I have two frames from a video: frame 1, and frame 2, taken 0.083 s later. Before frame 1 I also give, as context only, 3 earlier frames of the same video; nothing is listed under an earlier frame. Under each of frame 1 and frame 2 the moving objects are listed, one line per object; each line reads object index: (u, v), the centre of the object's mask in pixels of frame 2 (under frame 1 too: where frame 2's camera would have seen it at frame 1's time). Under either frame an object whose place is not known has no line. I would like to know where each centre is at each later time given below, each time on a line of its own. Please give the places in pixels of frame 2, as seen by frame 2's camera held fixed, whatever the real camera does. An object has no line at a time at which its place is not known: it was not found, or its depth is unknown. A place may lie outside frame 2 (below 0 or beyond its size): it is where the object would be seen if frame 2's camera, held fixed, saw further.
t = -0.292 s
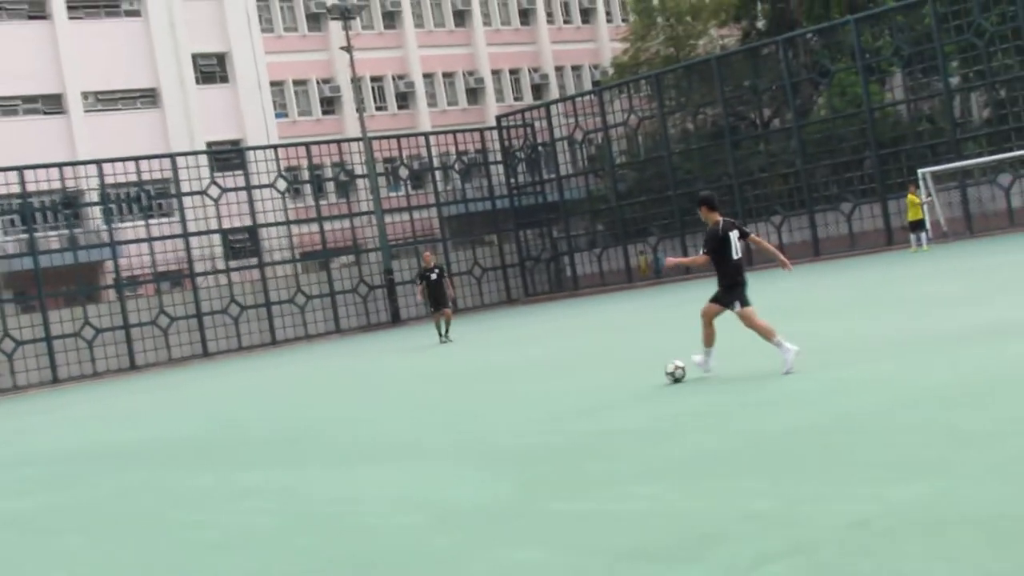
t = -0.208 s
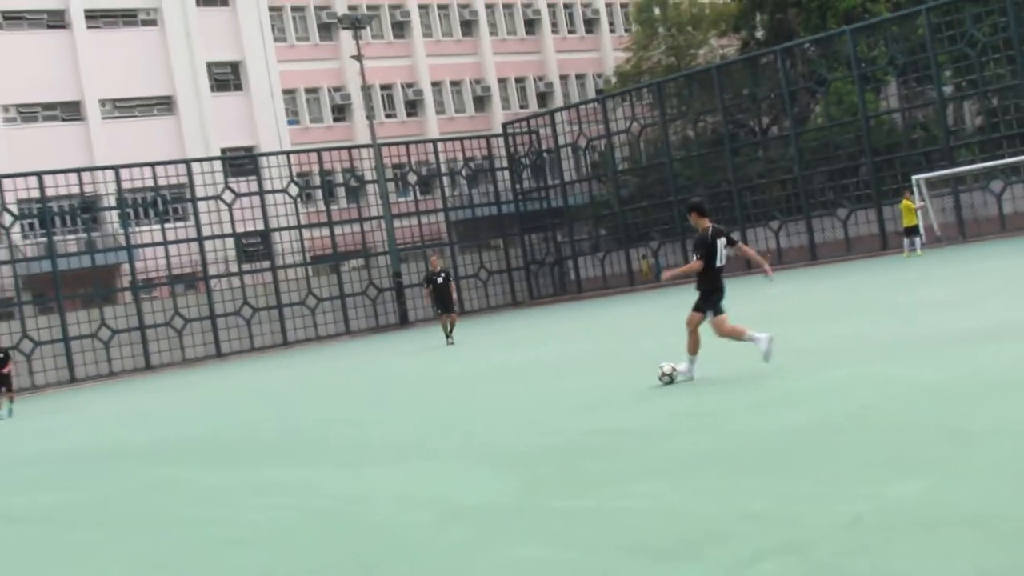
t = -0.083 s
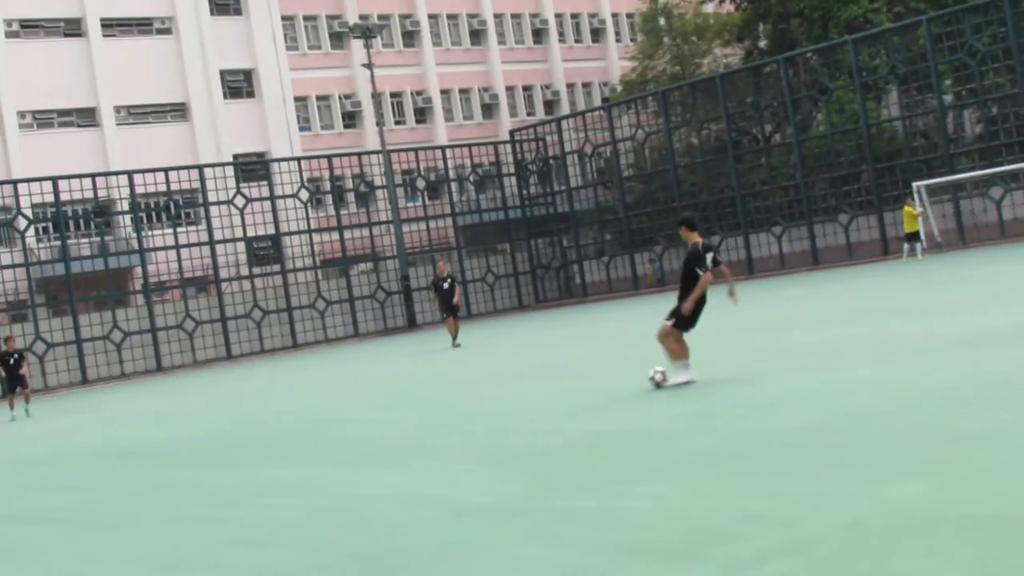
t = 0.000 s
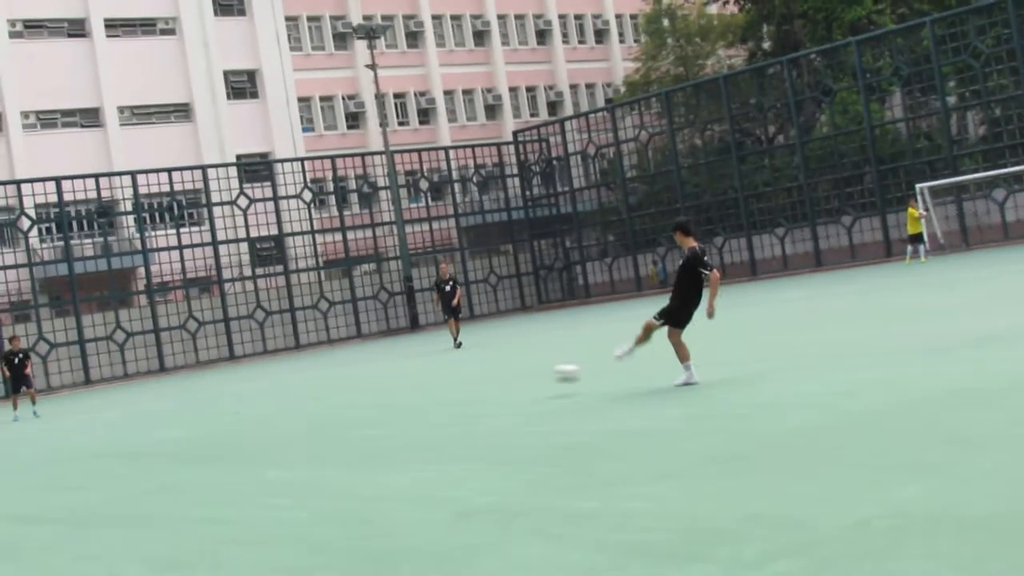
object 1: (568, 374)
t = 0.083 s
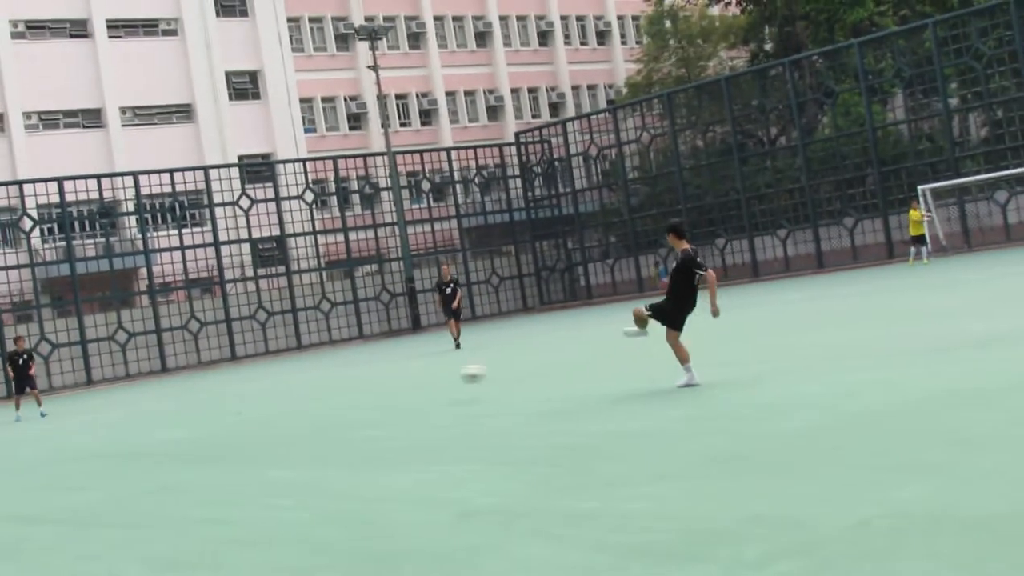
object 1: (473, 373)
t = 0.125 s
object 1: (431, 376)
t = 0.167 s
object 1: (394, 378)
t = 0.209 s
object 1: (359, 382)
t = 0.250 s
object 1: (329, 387)
